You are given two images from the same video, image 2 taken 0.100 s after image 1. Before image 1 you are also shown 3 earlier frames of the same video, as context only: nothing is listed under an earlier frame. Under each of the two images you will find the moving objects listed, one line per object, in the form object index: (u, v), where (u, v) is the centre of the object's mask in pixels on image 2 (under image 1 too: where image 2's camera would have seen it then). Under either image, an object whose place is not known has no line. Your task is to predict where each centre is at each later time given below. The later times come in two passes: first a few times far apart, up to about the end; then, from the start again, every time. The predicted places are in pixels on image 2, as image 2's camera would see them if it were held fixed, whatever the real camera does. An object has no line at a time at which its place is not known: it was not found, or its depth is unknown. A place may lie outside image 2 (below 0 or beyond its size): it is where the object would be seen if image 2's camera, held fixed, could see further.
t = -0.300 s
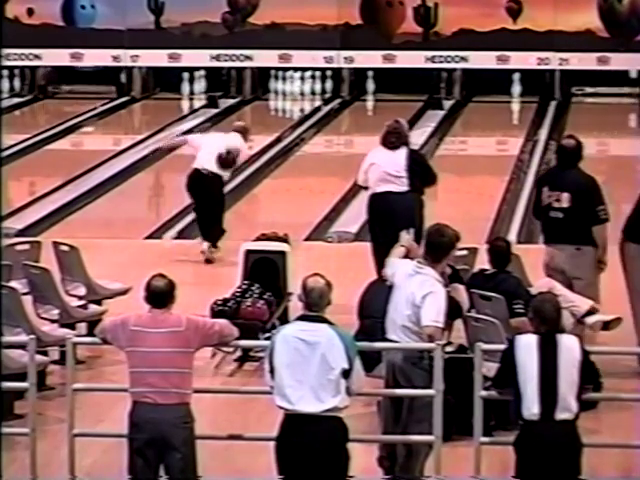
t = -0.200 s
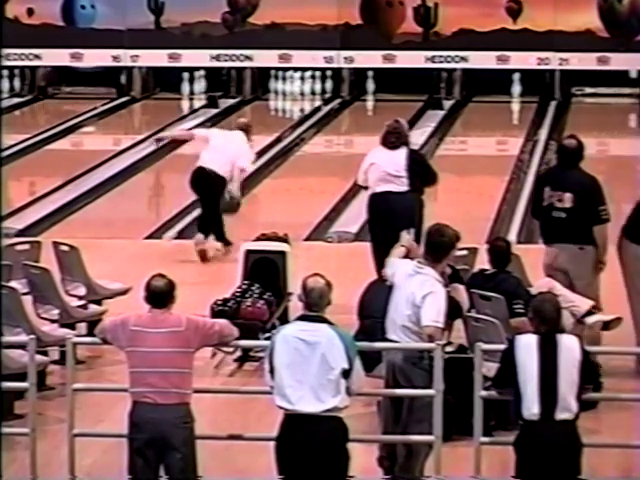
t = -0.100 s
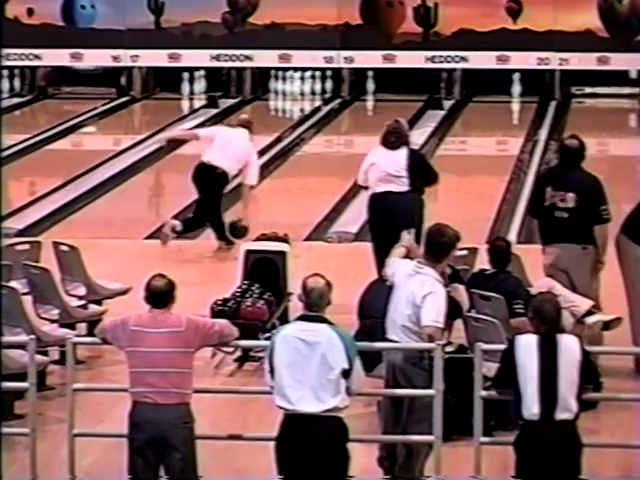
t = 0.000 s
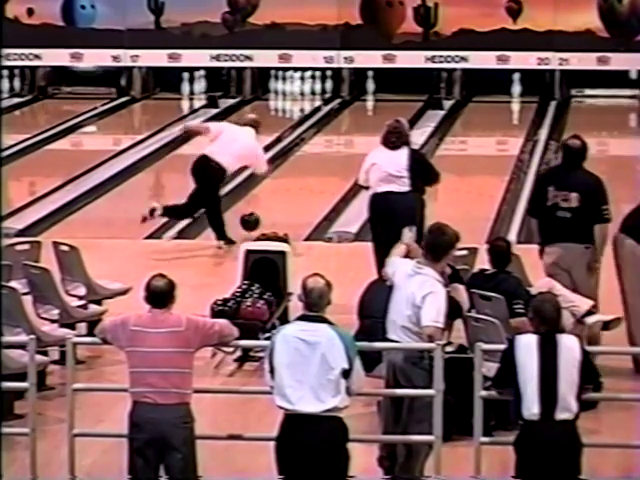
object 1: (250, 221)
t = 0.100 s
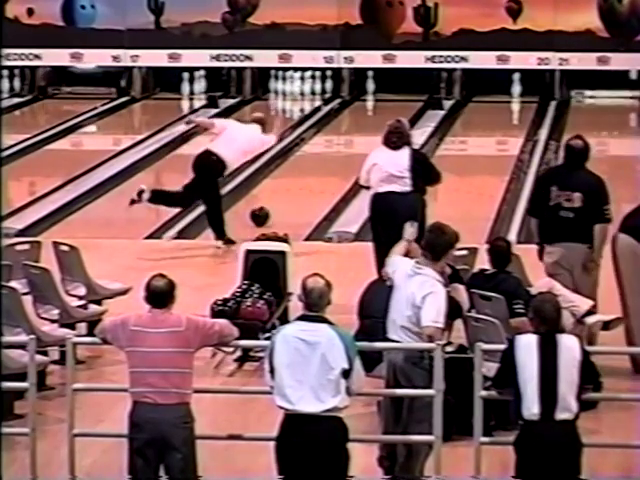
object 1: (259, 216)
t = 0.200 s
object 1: (268, 207)
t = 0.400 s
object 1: (286, 188)
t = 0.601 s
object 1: (300, 171)
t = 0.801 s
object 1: (314, 157)
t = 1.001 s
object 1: (325, 144)
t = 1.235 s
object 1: (337, 130)
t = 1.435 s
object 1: (347, 119)
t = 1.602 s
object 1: (353, 111)
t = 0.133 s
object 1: (262, 213)
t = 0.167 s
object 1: (266, 209)
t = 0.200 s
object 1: (268, 207)
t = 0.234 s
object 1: (272, 203)
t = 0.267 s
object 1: (275, 200)
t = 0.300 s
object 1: (277, 196)
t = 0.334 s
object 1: (280, 194)
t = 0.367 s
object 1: (283, 190)
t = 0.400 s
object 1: (286, 188)
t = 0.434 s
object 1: (288, 185)
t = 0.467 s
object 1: (291, 182)
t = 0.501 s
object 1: (292, 181)
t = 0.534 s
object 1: (298, 175)
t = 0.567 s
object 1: (298, 174)
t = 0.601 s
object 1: (300, 171)
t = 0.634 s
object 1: (303, 169)
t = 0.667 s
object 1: (305, 167)
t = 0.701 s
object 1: (307, 164)
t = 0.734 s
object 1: (309, 161)
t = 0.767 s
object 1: (311, 159)
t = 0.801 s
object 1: (314, 157)
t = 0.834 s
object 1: (316, 154)
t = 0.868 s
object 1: (318, 152)
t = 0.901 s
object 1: (320, 150)
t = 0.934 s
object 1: (322, 148)
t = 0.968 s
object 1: (323, 146)
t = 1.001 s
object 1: (325, 144)
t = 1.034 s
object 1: (327, 141)
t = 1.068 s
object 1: (329, 139)
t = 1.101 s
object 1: (331, 137)
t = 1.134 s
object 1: (333, 135)
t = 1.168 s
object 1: (334, 133)
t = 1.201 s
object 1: (336, 132)
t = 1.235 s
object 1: (337, 130)
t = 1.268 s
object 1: (339, 128)
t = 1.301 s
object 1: (341, 126)
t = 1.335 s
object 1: (342, 124)
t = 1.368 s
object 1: (343, 122)
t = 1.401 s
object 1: (346, 121)
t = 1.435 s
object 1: (347, 119)
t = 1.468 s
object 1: (348, 118)
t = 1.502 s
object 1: (350, 116)
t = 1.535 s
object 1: (351, 115)
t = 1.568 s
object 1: (353, 112)
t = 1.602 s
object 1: (353, 111)
